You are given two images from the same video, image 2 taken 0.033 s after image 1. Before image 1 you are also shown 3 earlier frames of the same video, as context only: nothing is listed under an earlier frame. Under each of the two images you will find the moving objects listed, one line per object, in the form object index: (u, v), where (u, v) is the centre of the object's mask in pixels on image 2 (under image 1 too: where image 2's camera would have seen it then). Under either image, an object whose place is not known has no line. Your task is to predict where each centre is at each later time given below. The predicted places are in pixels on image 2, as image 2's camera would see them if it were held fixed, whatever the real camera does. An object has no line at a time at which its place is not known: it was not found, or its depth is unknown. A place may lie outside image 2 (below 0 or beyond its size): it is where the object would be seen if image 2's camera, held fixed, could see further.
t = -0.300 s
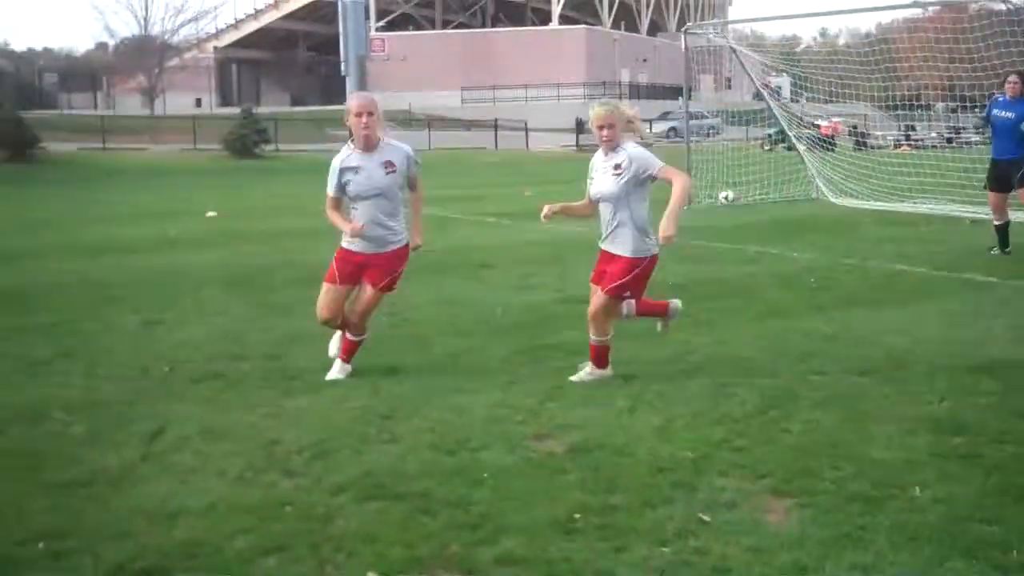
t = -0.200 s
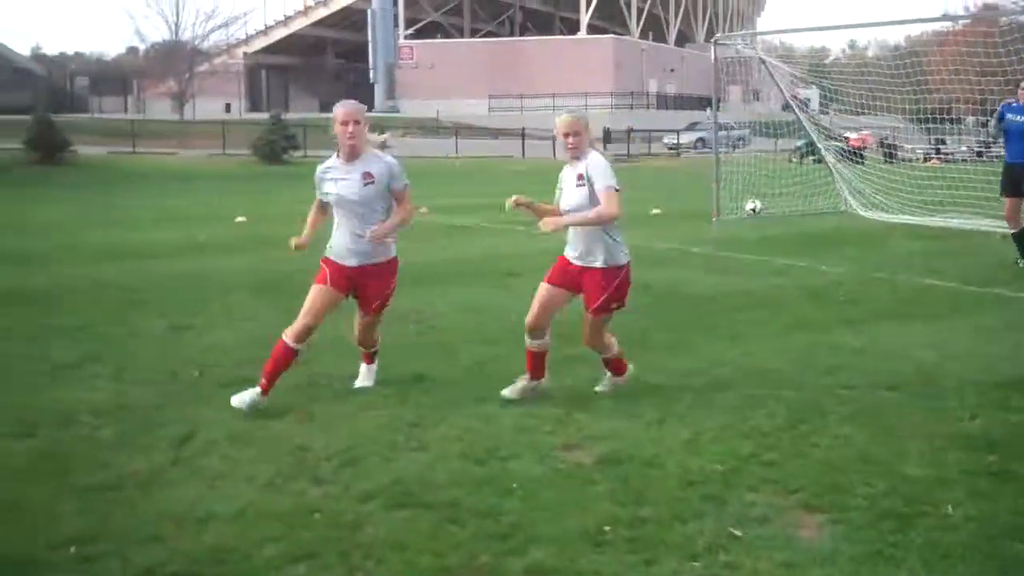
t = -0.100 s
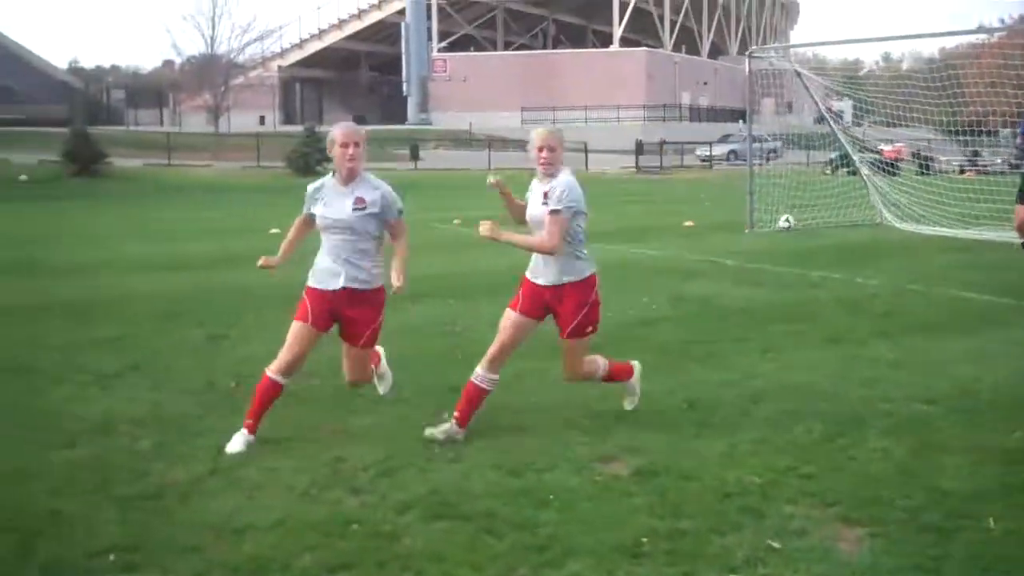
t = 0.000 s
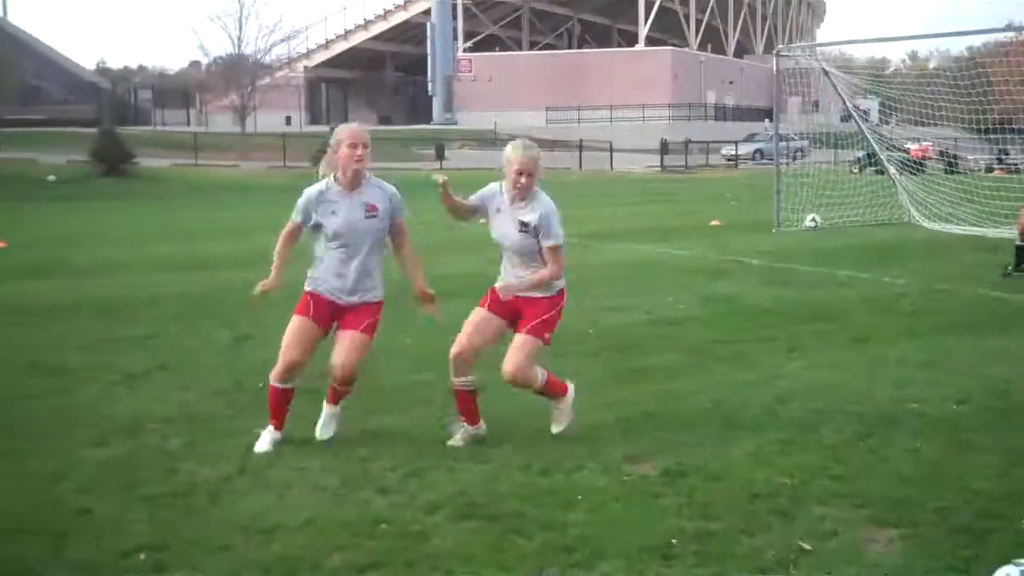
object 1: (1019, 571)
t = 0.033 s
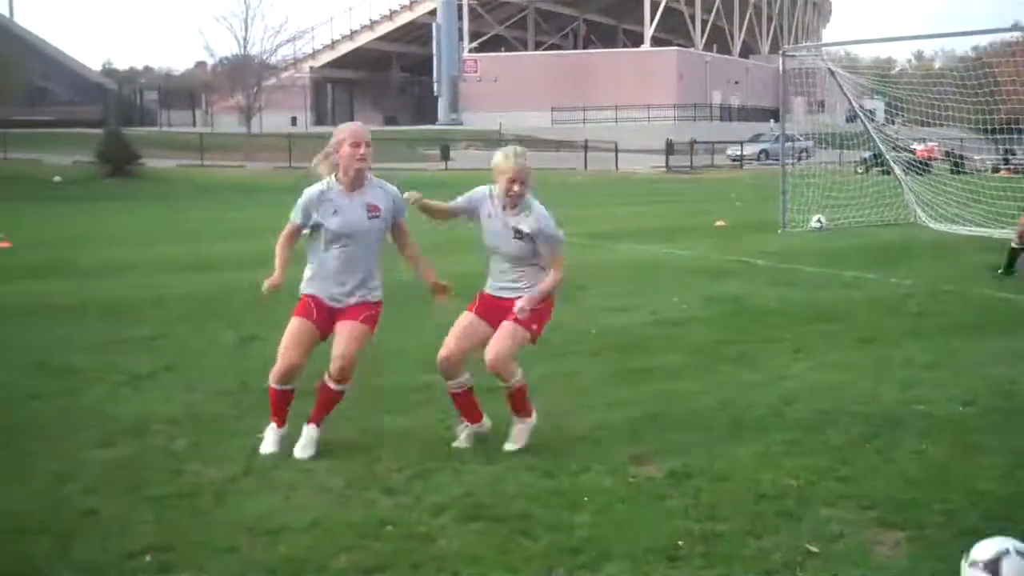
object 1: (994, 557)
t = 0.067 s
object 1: (970, 540)
